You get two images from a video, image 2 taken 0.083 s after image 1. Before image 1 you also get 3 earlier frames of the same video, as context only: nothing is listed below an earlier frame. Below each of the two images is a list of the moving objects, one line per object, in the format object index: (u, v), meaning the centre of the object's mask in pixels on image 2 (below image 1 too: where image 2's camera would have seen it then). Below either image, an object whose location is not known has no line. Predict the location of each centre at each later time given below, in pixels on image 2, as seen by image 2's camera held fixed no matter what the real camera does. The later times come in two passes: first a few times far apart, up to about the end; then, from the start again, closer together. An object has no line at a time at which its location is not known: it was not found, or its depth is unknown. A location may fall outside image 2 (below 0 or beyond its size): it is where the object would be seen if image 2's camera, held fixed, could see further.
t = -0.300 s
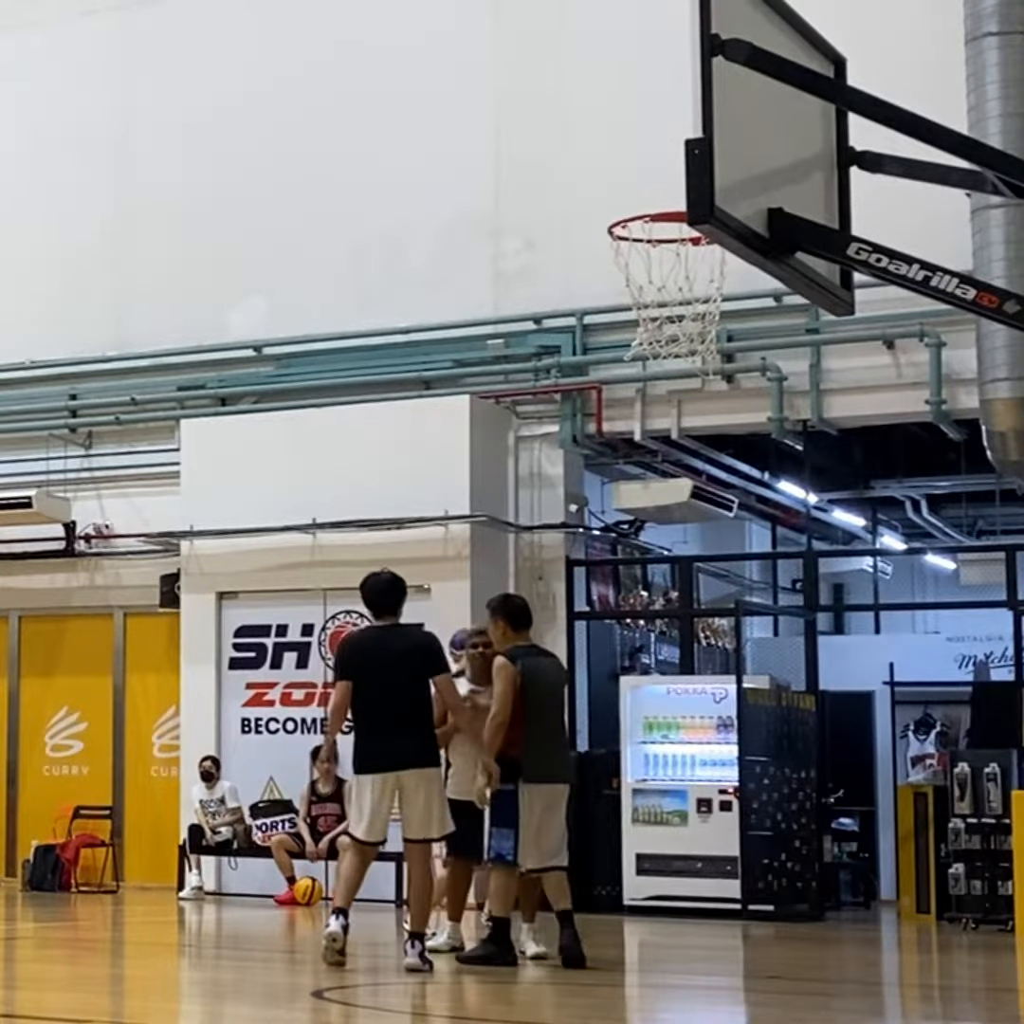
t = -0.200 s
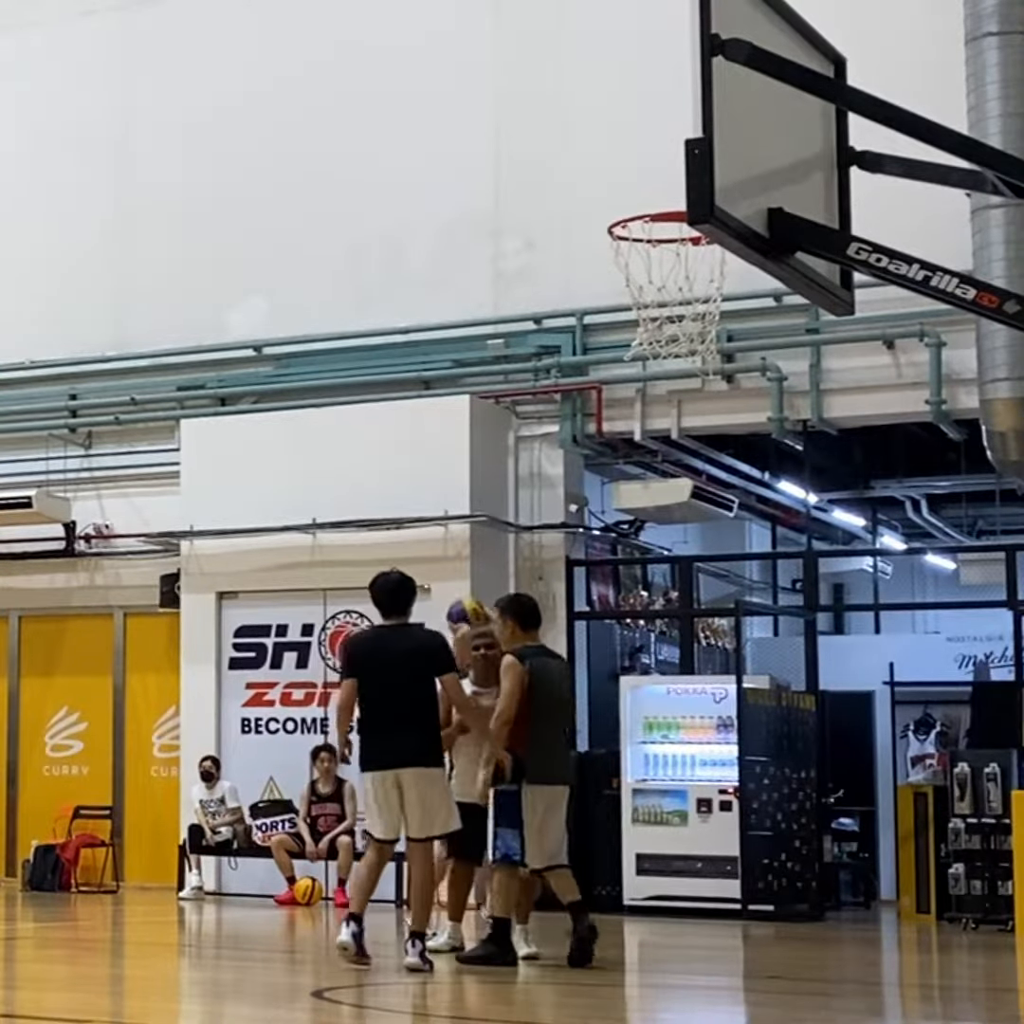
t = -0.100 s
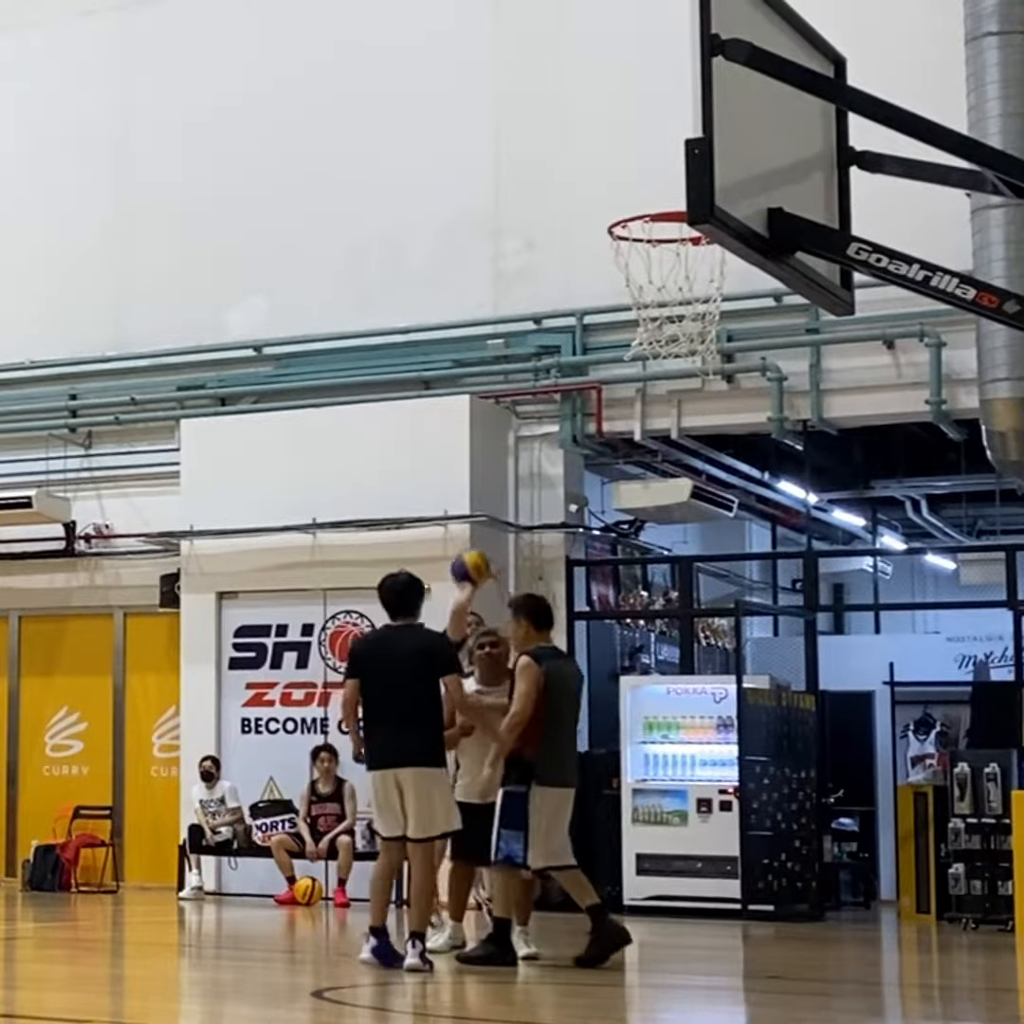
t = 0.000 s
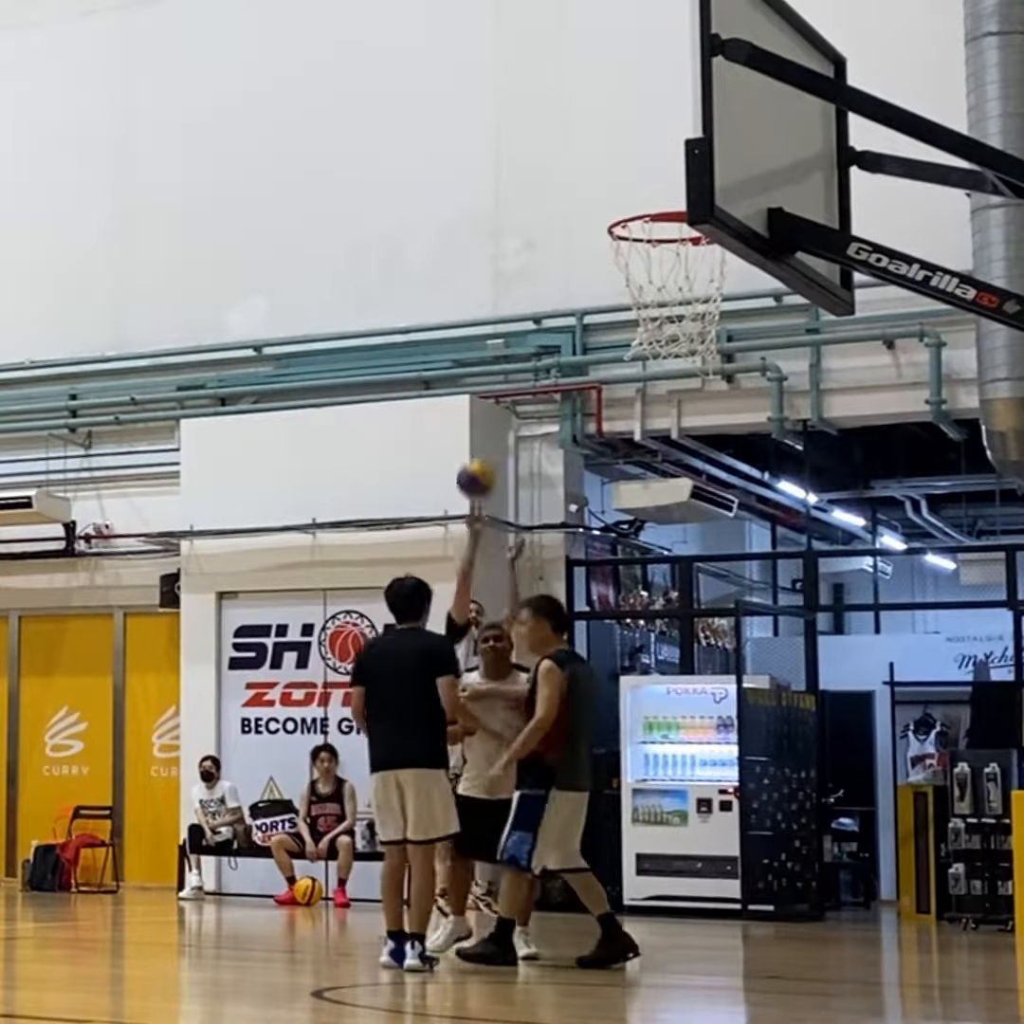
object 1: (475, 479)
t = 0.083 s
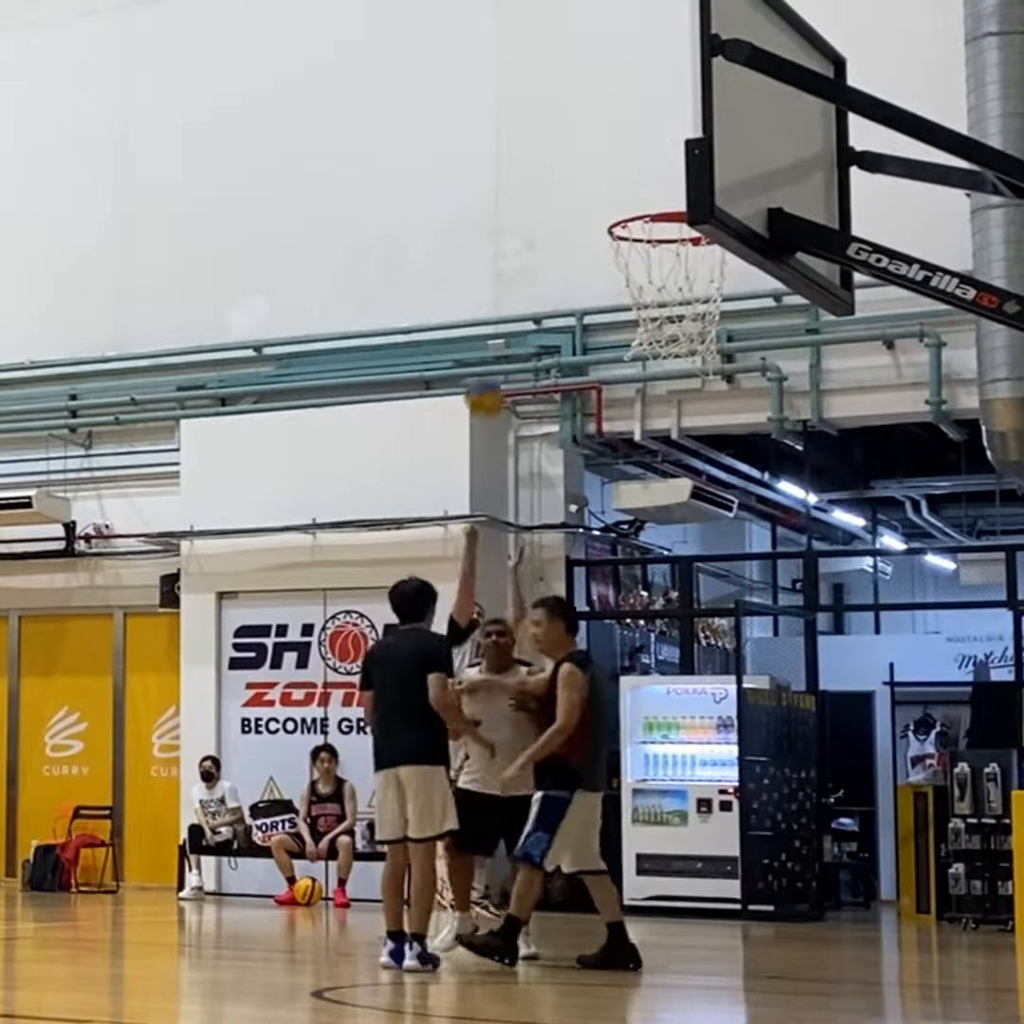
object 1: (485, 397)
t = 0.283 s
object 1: (506, 227)
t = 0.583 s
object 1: (545, 76)
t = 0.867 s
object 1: (590, 73)
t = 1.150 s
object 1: (647, 206)
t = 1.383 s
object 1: (680, 156)
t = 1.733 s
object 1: (672, 190)
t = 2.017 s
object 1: (634, 314)
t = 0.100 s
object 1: (487, 384)
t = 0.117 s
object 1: (488, 368)
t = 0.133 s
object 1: (490, 350)
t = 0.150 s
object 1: (491, 334)
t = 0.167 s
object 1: (493, 319)
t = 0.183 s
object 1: (495, 305)
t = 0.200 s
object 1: (497, 292)
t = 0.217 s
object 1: (499, 278)
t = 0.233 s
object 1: (500, 265)
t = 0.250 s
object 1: (502, 252)
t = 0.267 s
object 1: (504, 239)
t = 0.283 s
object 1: (506, 227)
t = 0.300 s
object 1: (508, 215)
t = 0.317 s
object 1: (510, 204)
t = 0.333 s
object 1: (512, 193)
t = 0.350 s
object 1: (514, 183)
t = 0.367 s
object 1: (516, 173)
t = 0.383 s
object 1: (519, 163)
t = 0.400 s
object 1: (521, 153)
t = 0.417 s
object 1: (523, 144)
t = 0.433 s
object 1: (525, 136)
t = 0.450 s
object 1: (527, 127)
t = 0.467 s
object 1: (529, 120)
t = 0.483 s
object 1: (531, 112)
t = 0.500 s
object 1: (533, 105)
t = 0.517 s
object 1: (536, 98)
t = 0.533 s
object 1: (538, 92)
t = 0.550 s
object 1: (540, 86)
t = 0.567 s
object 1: (543, 82)
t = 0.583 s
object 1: (545, 76)
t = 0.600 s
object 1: (548, 72)
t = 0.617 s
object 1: (550, 69)
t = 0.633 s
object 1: (553, 65)
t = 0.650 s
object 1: (555, 62)
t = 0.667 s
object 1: (557, 59)
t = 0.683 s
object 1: (560, 57)
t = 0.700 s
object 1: (562, 56)
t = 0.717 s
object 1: (565, 55)
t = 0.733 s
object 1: (568, 55)
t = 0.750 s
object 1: (570, 55)
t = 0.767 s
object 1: (573, 56)
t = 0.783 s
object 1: (576, 58)
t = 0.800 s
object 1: (578, 60)
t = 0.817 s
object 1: (581, 62)
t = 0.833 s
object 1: (584, 65)
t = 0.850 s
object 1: (587, 69)
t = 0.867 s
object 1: (590, 73)
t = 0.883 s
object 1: (593, 78)
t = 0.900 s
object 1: (596, 83)
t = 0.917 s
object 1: (599, 89)
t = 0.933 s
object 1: (603, 96)
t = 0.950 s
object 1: (606, 104)
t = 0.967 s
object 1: (609, 112)
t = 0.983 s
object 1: (612, 122)
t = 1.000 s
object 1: (616, 131)
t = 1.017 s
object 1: (620, 142)
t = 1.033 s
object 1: (623, 152)
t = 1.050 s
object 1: (626, 164)
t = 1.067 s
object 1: (630, 177)
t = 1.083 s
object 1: (634, 190)
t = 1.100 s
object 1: (637, 199)
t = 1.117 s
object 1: (640, 214)
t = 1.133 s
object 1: (643, 209)
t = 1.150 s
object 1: (647, 206)
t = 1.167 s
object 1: (651, 204)
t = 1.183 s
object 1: (655, 202)
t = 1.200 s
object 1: (658, 201)
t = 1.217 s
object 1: (660, 201)
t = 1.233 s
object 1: (662, 196)
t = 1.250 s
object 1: (665, 192)
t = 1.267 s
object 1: (667, 183)
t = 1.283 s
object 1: (668, 179)
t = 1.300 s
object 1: (670, 174)
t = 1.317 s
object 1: (672, 169)
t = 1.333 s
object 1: (674, 166)
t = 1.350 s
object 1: (676, 162)
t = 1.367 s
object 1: (678, 158)
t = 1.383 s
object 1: (680, 156)
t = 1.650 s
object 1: (682, 190)
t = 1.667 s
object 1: (681, 188)
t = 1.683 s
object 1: (679, 189)
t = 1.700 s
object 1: (677, 189)
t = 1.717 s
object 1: (675, 189)
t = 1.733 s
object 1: (672, 190)
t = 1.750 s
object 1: (671, 191)
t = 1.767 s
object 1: (669, 192)
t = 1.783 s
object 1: (669, 202)
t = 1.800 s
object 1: (667, 207)
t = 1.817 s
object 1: (665, 213)
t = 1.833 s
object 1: (663, 219)
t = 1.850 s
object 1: (661, 227)
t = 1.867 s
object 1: (659, 234)
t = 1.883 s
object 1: (654, 244)
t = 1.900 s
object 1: (650, 250)
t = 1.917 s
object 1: (646, 260)
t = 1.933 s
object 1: (642, 270)
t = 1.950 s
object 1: (640, 280)
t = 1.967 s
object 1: (638, 288)
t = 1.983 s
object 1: (637, 298)
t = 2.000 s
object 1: (635, 305)
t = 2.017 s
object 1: (634, 314)
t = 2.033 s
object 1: (633, 320)
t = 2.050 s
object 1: (632, 329)
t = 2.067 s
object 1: (633, 338)
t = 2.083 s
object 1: (632, 347)
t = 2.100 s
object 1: (630, 359)
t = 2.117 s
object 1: (631, 370)
